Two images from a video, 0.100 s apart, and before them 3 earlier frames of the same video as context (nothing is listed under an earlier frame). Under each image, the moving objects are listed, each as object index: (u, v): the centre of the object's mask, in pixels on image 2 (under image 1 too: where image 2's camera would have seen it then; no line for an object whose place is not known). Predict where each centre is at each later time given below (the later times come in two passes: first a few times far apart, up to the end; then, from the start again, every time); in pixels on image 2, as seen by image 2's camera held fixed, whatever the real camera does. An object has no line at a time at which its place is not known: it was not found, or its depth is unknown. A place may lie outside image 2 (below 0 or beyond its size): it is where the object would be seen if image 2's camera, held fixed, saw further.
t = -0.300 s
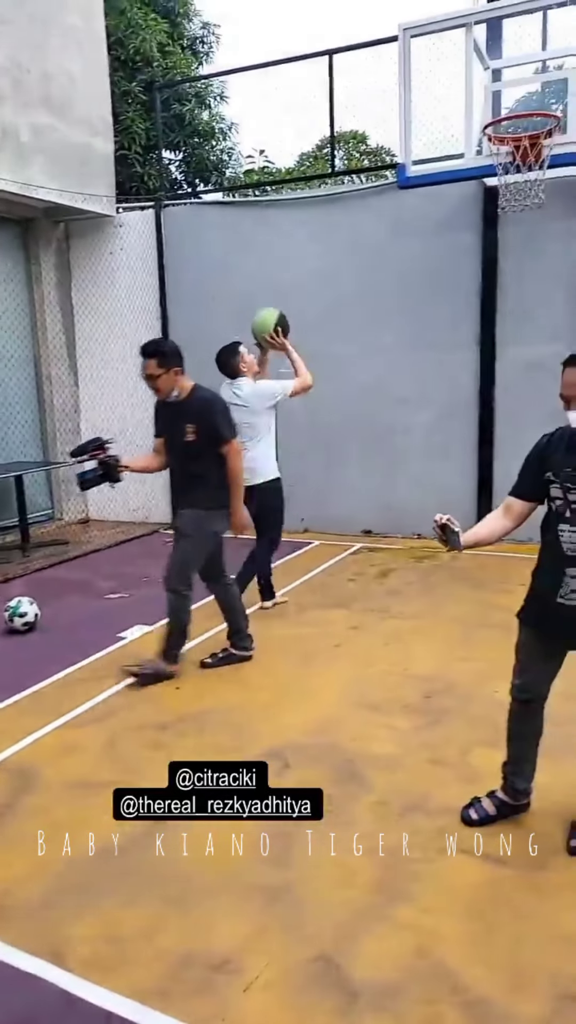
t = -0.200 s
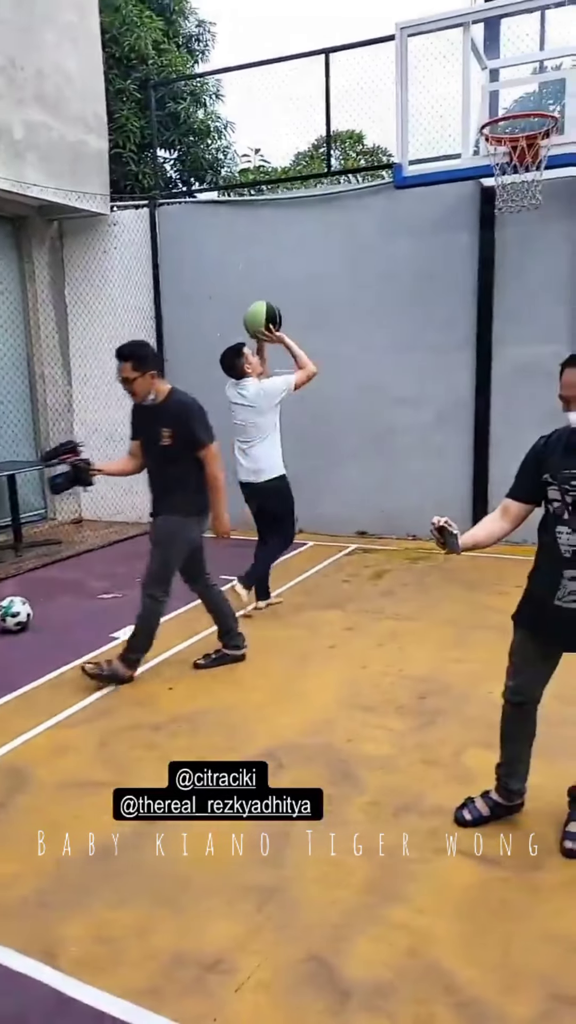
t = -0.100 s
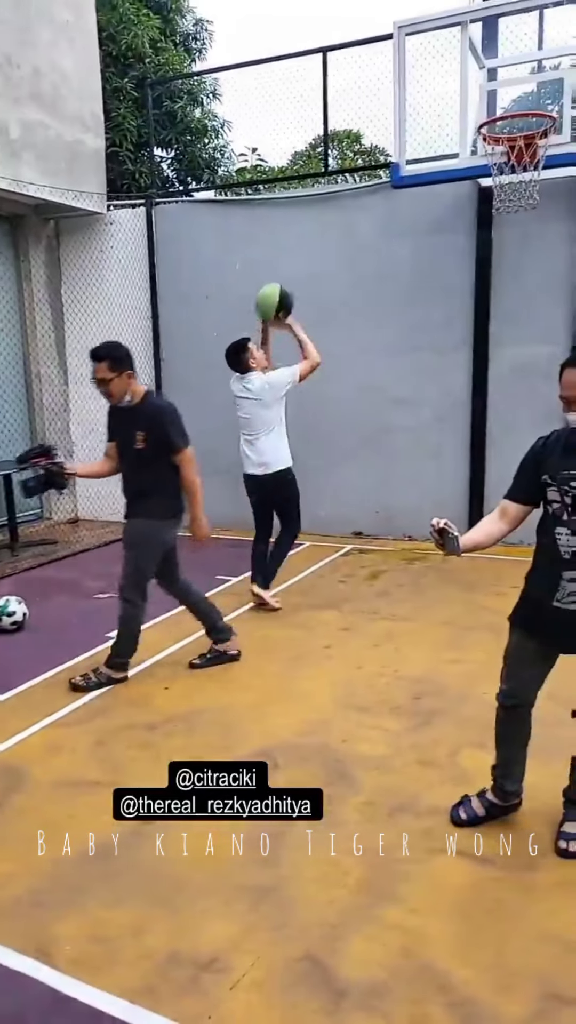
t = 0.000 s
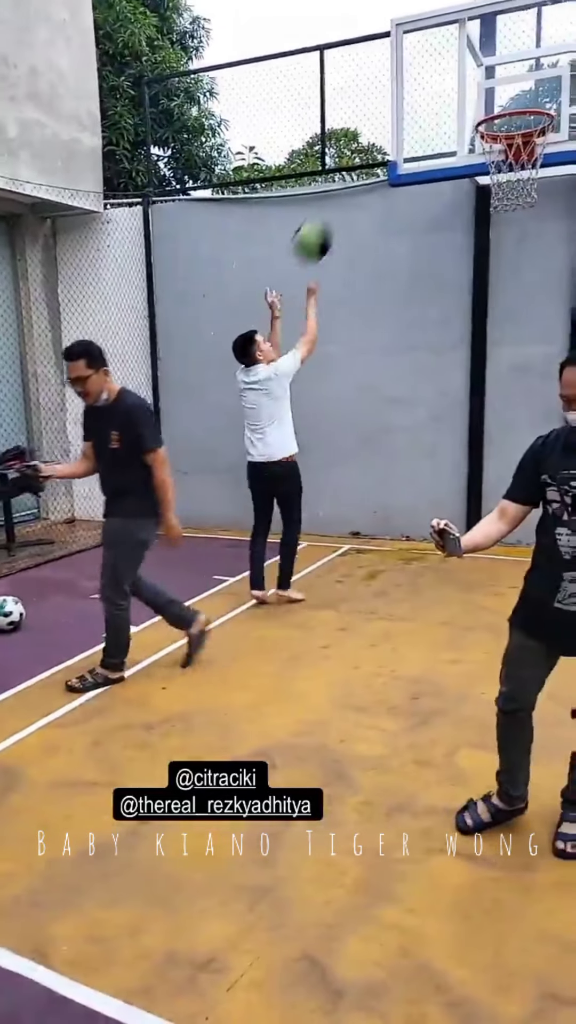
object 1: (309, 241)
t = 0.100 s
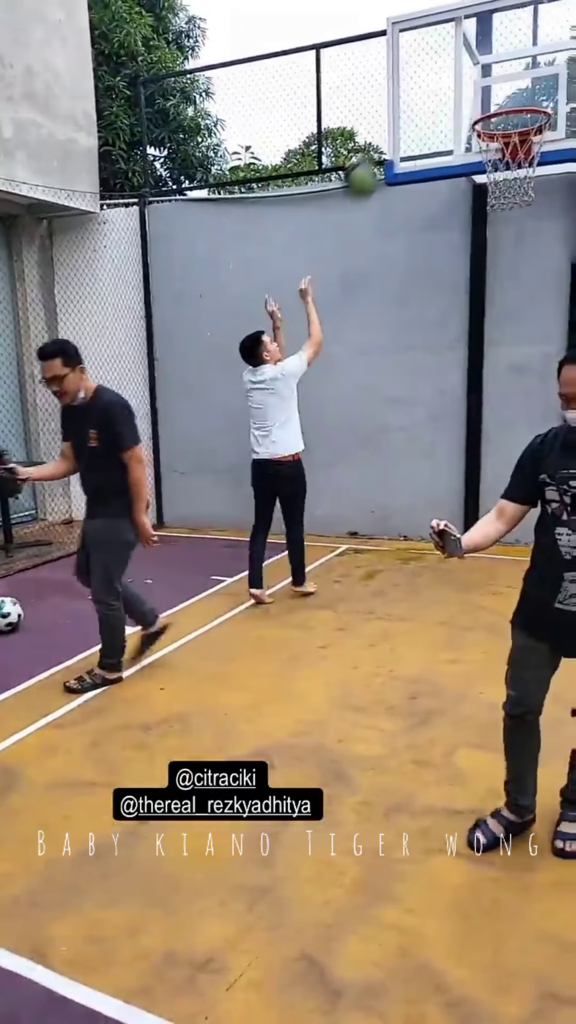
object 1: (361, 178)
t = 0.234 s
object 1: (430, 120)
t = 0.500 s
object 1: (522, 88)
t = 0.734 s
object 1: (486, 92)
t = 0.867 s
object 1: (449, 119)
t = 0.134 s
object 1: (379, 161)
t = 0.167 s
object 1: (396, 146)
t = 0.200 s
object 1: (412, 132)
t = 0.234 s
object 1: (430, 120)
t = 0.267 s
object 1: (446, 111)
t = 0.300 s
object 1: (462, 104)
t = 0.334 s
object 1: (478, 97)
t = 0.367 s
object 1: (491, 93)
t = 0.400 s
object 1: (498, 90)
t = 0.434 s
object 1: (507, 87)
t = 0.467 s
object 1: (514, 87)
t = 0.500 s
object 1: (522, 88)
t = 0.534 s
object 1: (530, 89)
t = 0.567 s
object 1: (535, 97)
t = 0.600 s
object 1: (527, 91)
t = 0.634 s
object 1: (516, 89)
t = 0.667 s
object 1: (505, 89)
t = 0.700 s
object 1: (495, 90)
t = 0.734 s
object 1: (486, 92)
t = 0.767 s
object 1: (476, 96)
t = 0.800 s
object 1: (468, 102)
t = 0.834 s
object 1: (458, 110)
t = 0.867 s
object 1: (449, 119)
